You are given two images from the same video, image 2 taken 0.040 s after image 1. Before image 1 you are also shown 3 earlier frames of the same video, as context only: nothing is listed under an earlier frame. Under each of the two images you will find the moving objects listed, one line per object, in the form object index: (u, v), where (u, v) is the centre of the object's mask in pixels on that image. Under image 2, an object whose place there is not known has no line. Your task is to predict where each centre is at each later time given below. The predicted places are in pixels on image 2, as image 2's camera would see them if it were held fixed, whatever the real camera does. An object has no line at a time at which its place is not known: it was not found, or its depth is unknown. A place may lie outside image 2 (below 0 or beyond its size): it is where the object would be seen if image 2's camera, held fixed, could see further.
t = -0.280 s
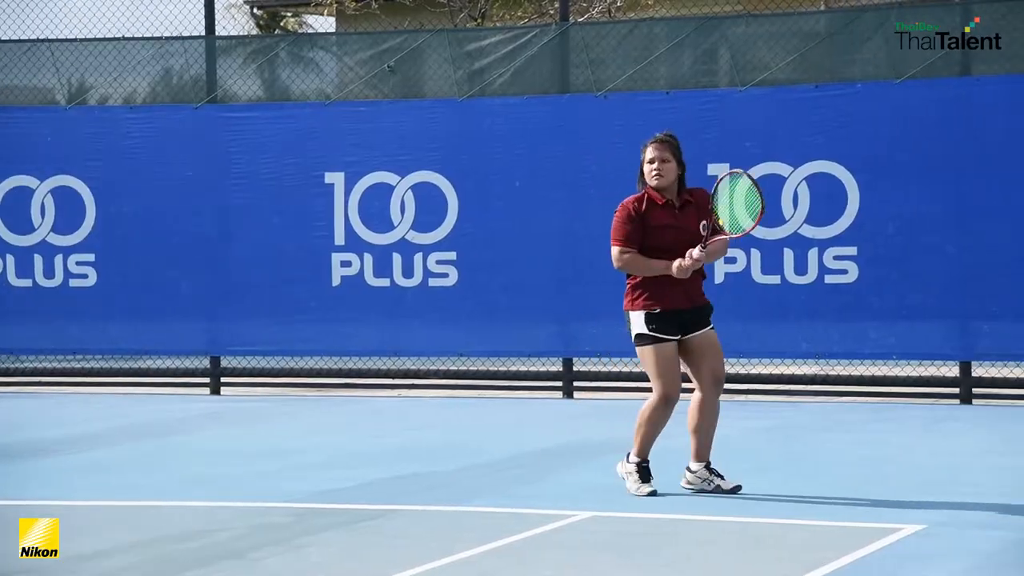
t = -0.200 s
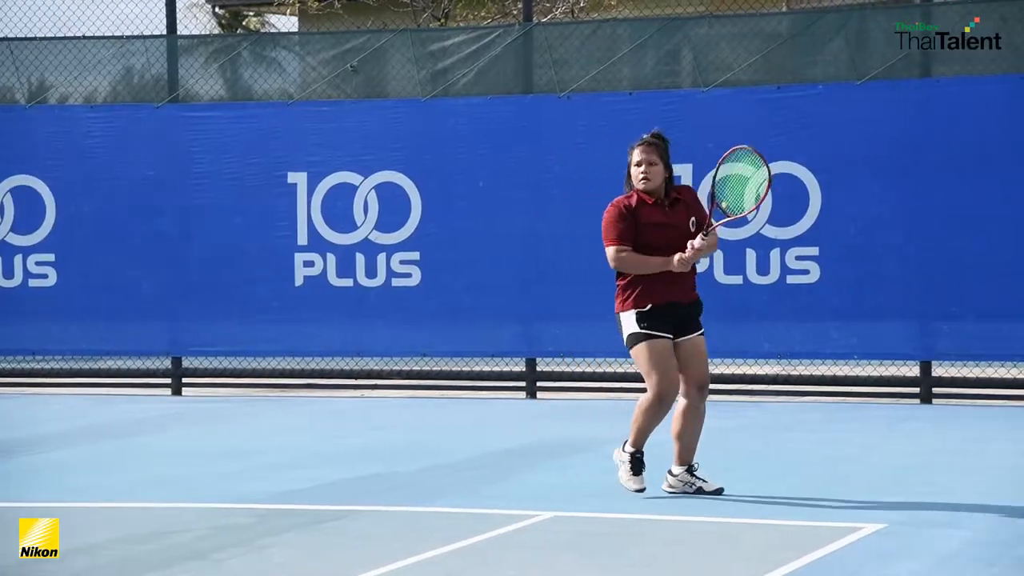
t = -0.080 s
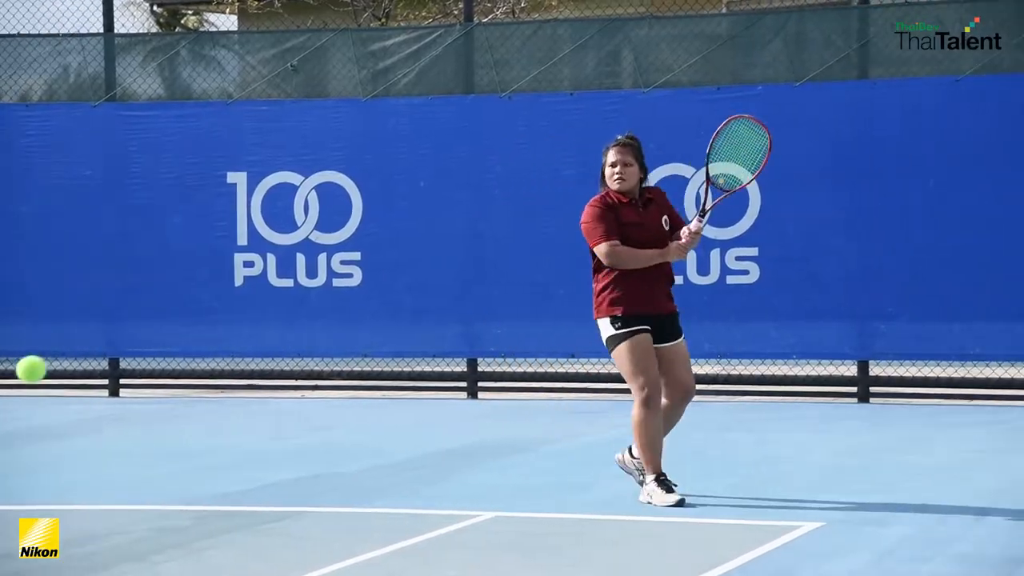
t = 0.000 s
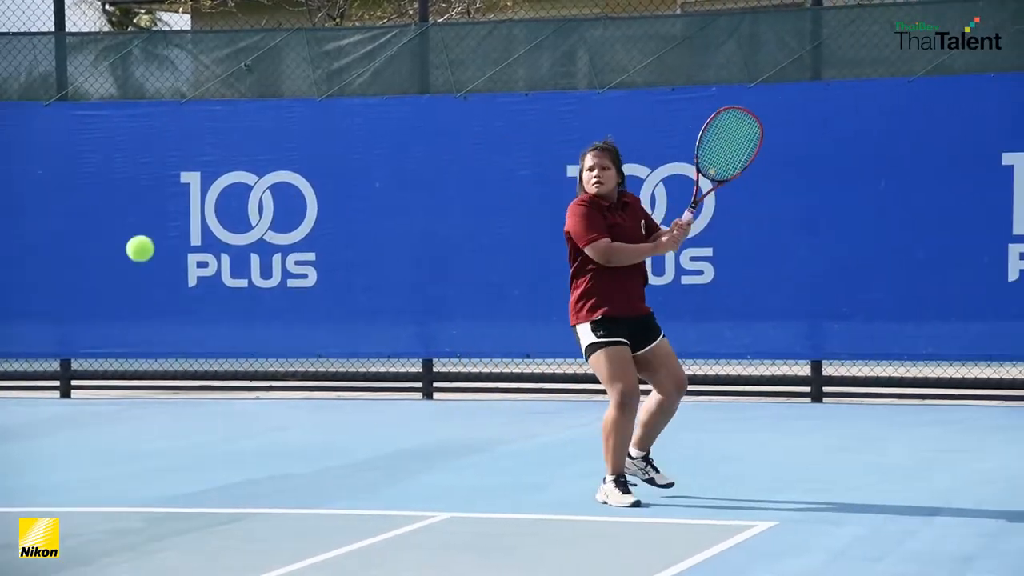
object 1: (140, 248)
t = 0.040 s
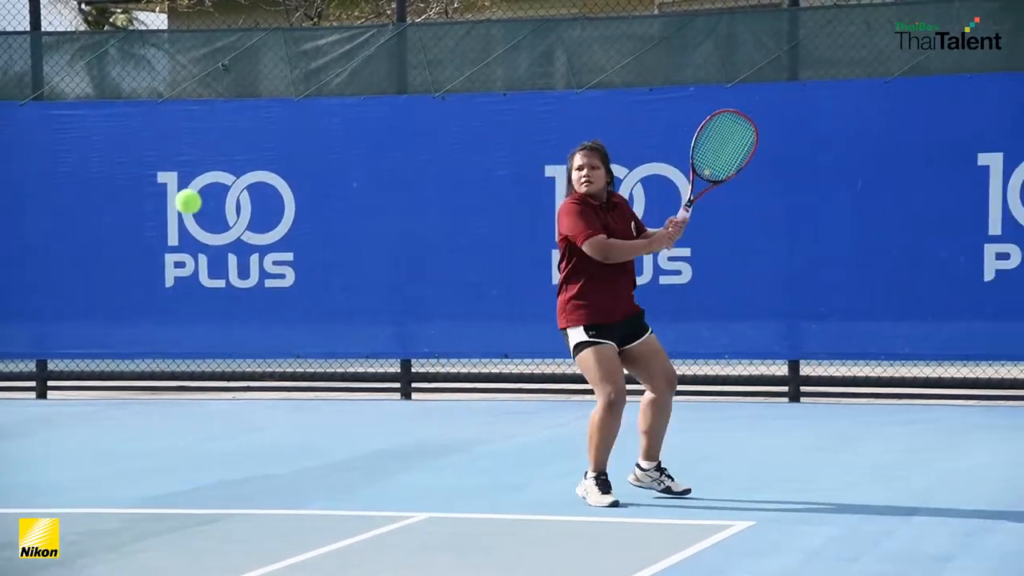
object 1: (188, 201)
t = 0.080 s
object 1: (254, 162)
